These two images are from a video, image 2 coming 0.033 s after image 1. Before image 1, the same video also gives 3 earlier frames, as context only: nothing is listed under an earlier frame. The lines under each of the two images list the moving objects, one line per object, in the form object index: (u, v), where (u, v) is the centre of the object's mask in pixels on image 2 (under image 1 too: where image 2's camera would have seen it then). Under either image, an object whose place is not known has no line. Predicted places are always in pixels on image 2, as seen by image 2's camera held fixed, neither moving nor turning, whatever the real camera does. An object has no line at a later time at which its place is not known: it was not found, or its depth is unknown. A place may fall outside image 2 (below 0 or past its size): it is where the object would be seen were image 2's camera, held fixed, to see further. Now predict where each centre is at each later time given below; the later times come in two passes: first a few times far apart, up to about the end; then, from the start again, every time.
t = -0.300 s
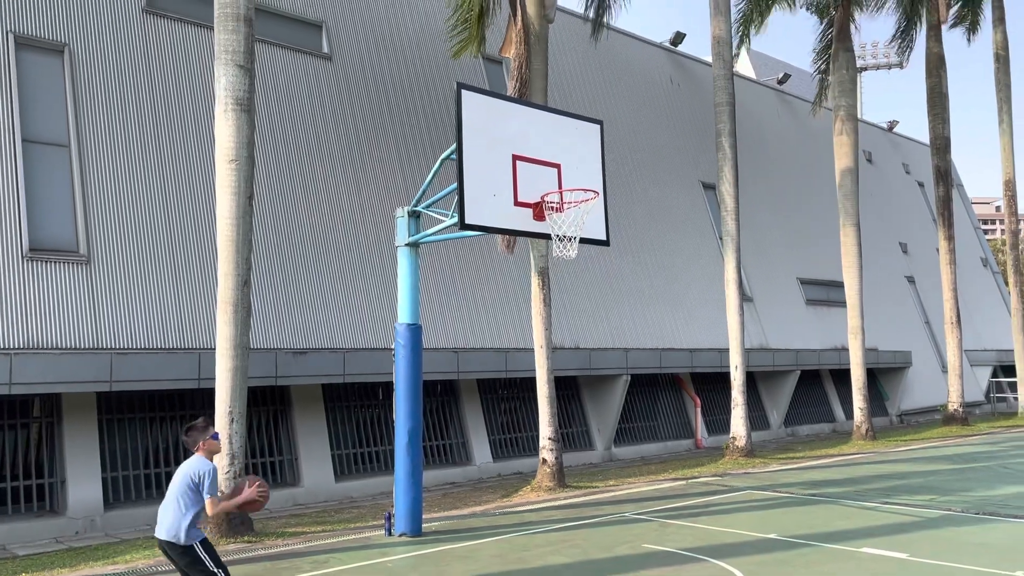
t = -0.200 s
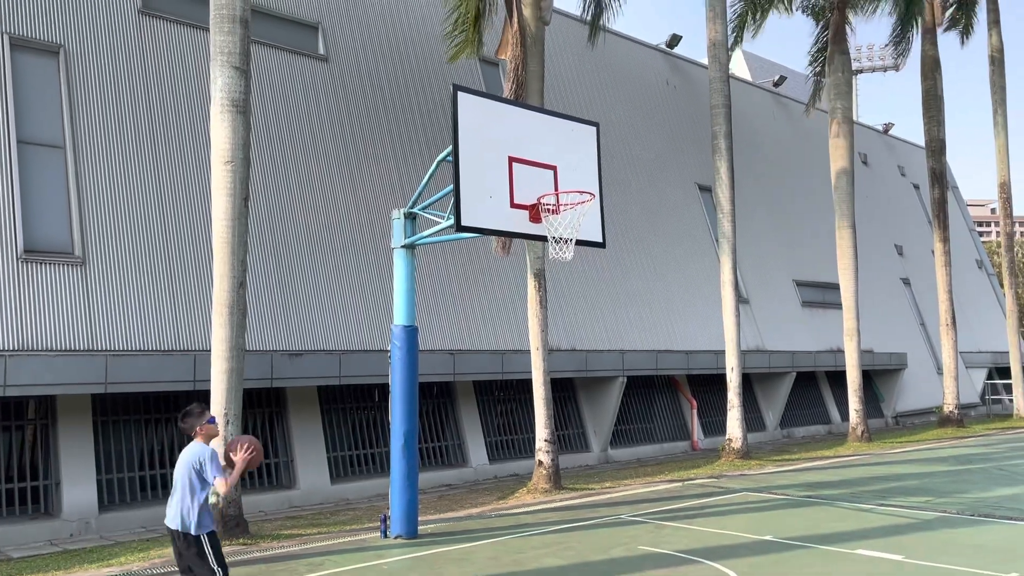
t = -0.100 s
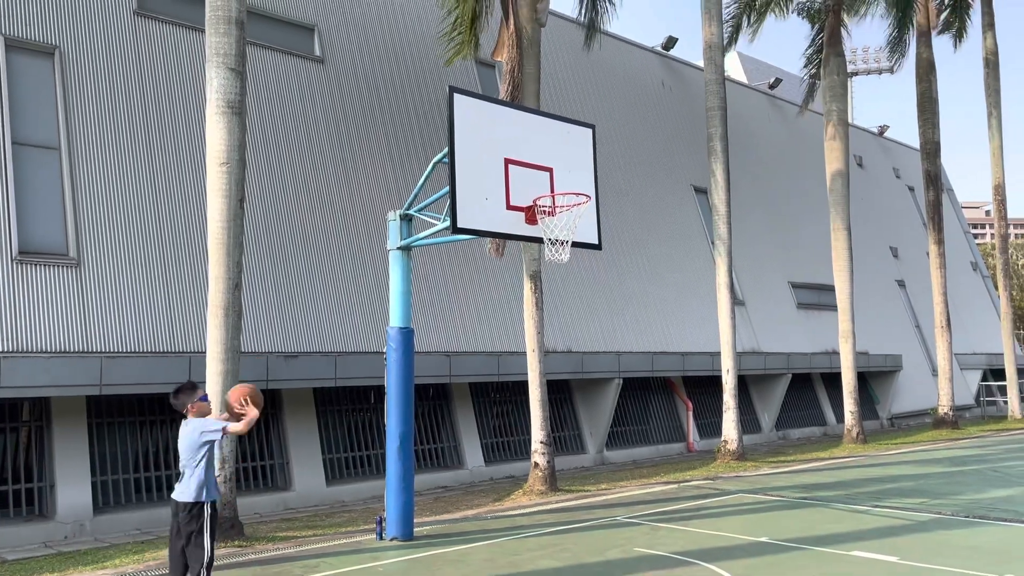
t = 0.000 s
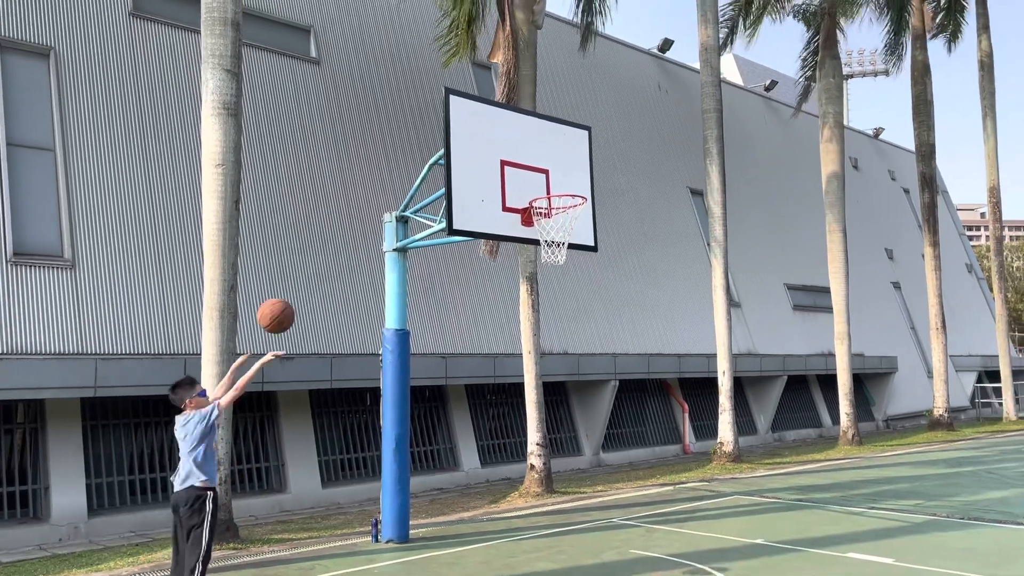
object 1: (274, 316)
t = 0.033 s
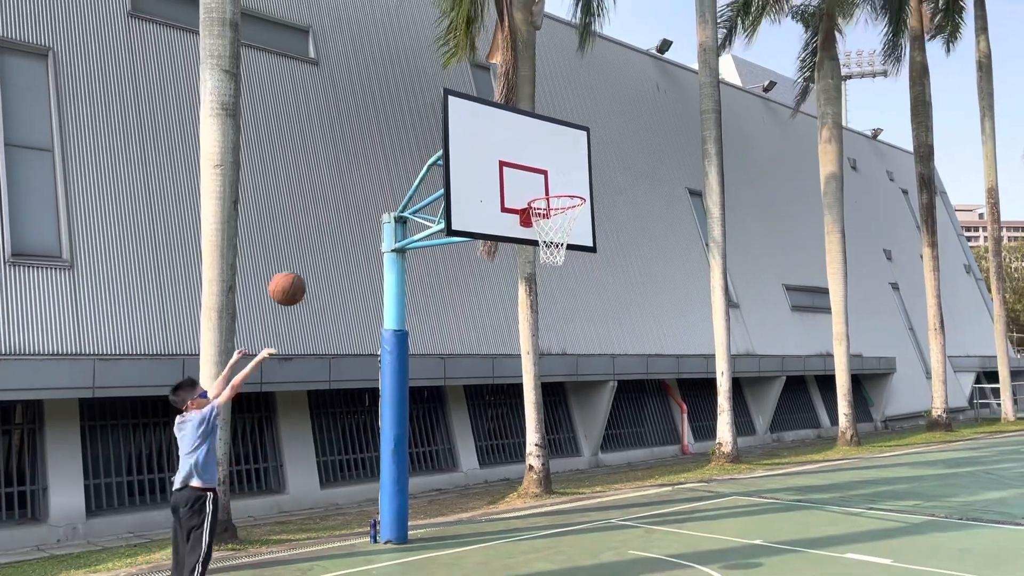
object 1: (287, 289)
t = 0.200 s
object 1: (344, 179)
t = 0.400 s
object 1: (401, 107)
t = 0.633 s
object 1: (459, 93)
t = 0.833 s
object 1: (503, 130)
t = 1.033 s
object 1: (546, 192)
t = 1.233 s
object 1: (562, 181)
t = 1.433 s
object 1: (552, 180)
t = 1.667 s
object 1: (552, 180)
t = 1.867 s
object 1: (554, 186)
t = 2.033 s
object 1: (556, 221)
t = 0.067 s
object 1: (299, 262)
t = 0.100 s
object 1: (311, 238)
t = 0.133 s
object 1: (323, 216)
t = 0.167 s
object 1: (333, 197)
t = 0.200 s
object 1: (344, 179)
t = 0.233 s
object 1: (354, 163)
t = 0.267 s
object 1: (364, 148)
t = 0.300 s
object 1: (373, 136)
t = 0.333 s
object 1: (383, 125)
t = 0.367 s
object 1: (392, 115)
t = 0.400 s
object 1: (401, 107)
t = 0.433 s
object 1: (409, 101)
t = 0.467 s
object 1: (418, 96)
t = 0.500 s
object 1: (427, 93)
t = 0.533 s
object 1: (435, 90)
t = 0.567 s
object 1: (443, 90)
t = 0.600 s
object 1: (451, 91)
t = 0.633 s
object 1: (459, 93)
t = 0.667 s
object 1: (467, 96)
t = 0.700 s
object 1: (474, 101)
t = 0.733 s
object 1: (482, 106)
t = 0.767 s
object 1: (489, 113)
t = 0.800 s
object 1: (496, 121)
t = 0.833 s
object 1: (503, 130)
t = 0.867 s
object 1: (510, 141)
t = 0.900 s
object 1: (517, 152)
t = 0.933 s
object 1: (524, 165)
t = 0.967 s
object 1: (530, 180)
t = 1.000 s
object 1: (536, 190)
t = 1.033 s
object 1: (546, 192)
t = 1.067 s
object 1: (555, 193)
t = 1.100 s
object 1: (564, 196)
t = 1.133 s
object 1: (568, 194)
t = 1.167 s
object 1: (566, 188)
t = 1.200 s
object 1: (564, 183)
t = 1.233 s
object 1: (562, 181)
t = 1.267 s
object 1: (560, 179)
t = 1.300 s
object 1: (558, 178)
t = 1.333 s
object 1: (556, 178)
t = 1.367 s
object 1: (554, 181)
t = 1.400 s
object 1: (552, 182)
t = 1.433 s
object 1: (552, 180)
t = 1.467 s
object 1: (551, 180)
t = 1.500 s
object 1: (551, 180)
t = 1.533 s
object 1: (551, 180)
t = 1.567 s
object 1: (551, 180)
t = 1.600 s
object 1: (551, 181)
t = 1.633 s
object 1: (552, 180)
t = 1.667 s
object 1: (552, 180)
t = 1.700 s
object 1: (552, 180)
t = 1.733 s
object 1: (553, 180)
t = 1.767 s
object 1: (553, 181)
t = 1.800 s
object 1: (553, 182)
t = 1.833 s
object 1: (554, 183)
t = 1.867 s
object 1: (554, 186)
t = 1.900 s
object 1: (554, 190)
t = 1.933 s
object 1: (554, 196)
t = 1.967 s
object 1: (555, 203)
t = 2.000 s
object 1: (555, 211)
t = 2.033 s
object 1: (556, 221)
